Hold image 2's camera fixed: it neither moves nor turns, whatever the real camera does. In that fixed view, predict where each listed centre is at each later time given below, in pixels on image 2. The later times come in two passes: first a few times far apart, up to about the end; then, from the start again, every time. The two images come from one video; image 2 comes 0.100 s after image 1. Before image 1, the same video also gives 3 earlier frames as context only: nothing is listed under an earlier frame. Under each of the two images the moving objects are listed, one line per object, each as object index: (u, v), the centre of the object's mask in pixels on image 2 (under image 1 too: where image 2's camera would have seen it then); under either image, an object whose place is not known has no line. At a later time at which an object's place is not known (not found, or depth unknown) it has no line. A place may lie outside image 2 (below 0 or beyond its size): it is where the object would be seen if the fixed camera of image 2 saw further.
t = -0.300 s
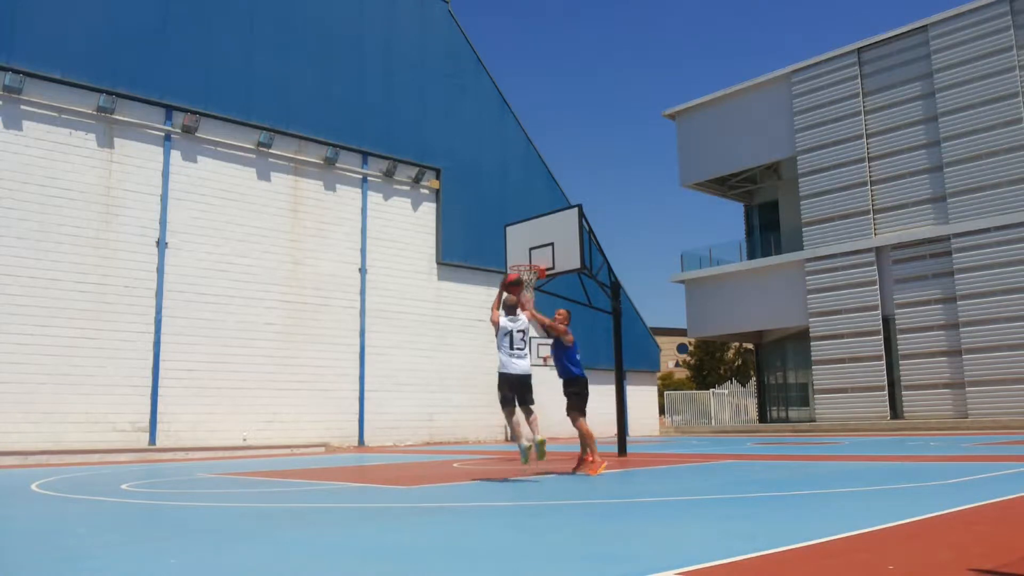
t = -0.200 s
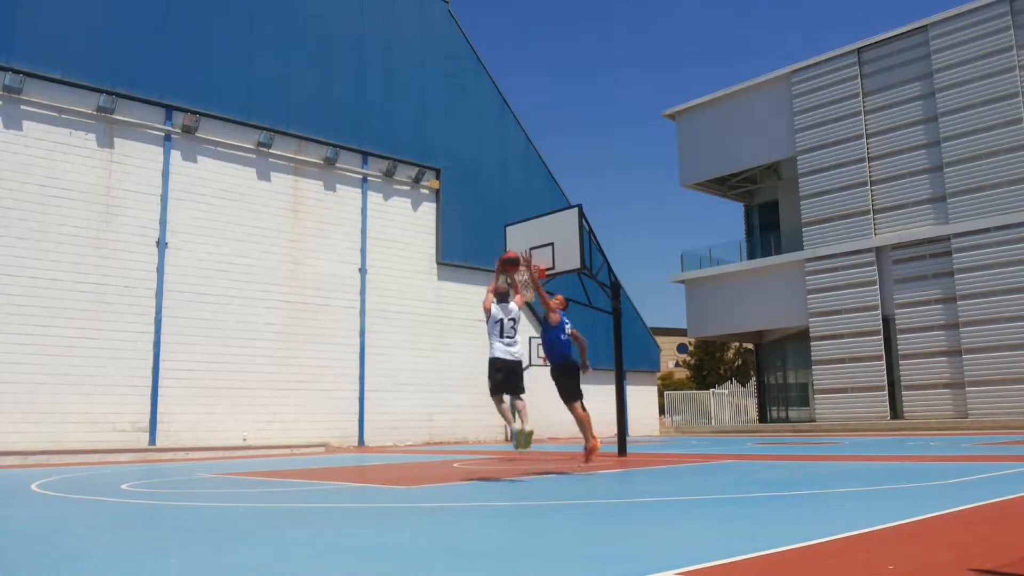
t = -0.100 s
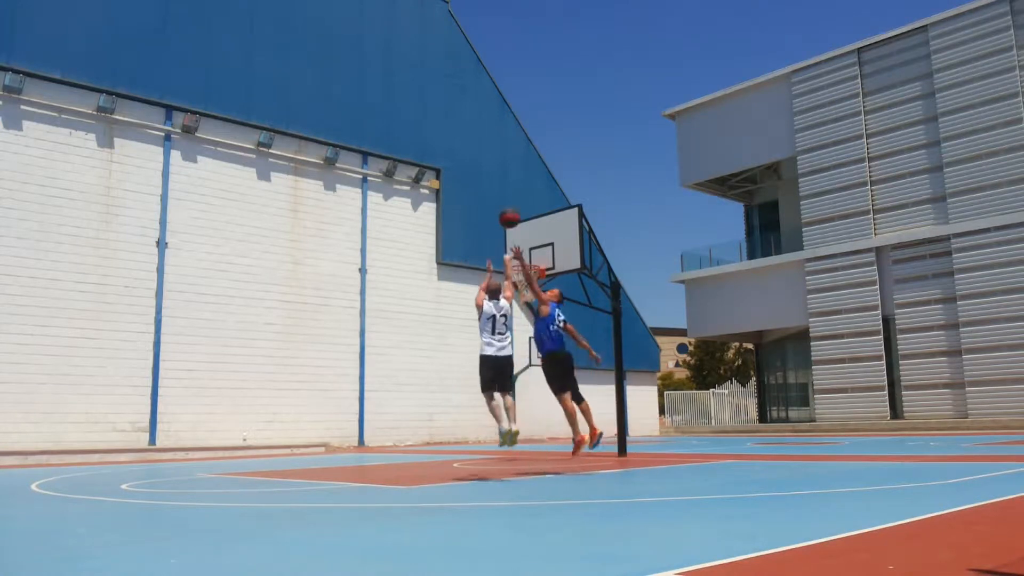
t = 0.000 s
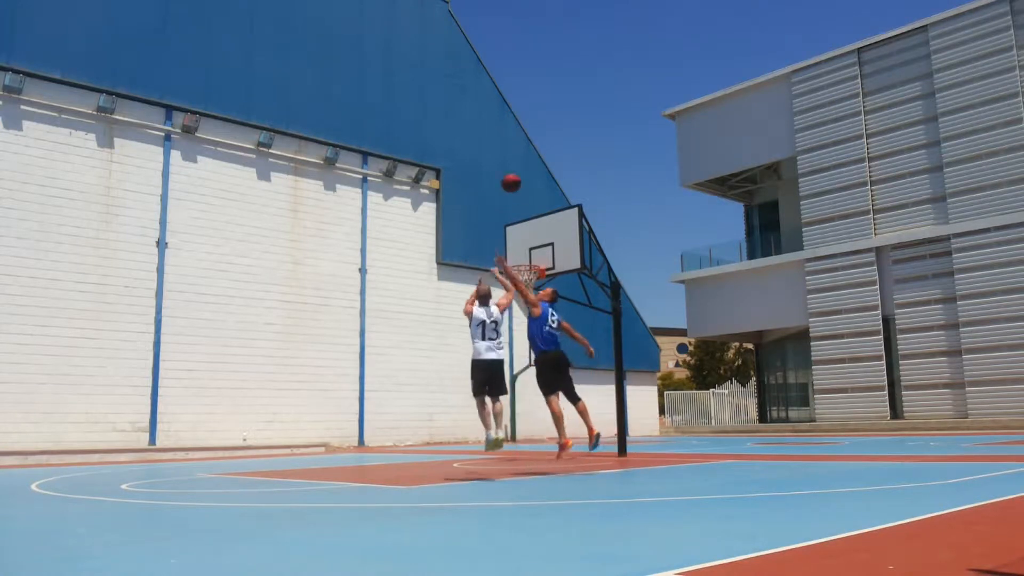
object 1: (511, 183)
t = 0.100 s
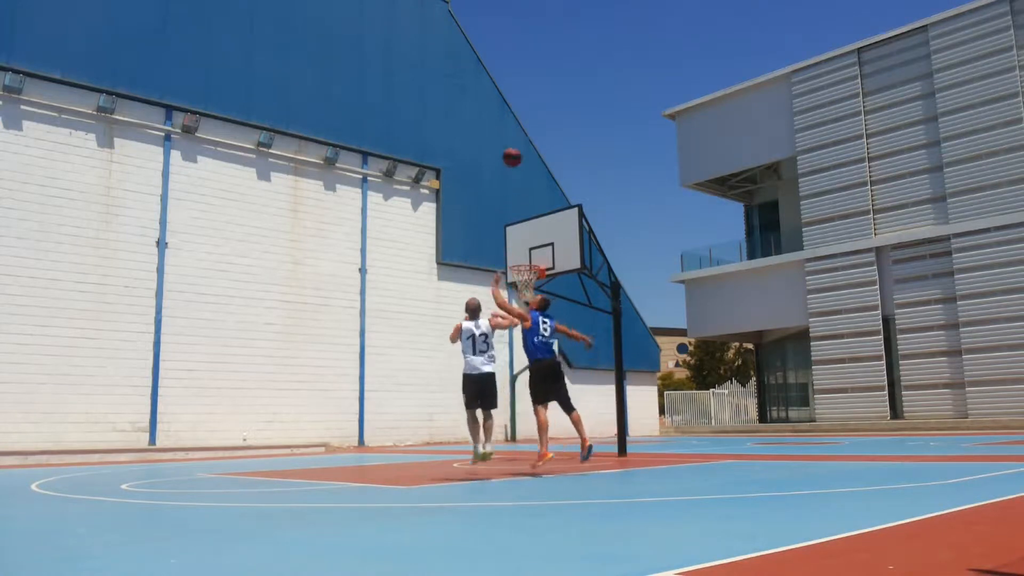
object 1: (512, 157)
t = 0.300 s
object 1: (515, 132)
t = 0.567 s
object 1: (519, 142)
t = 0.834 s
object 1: (524, 195)
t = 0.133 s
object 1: (513, 152)
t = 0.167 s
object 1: (513, 146)
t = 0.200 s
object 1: (513, 141)
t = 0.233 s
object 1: (513, 137)
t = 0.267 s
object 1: (514, 135)
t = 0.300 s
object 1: (515, 132)
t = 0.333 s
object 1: (515, 131)
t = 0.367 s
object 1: (515, 131)
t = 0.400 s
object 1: (516, 131)
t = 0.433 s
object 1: (517, 132)
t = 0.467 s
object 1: (518, 133)
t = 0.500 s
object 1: (519, 136)
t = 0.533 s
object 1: (519, 139)
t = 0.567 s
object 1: (519, 142)
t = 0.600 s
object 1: (520, 146)
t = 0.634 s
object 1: (520, 153)
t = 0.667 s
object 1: (521, 159)
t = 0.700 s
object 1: (521, 164)
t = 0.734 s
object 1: (522, 171)
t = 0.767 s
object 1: (523, 179)
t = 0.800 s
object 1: (523, 187)
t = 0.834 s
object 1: (524, 195)
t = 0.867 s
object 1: (525, 204)
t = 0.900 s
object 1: (525, 213)
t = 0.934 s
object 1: (526, 224)
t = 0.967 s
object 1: (526, 235)
